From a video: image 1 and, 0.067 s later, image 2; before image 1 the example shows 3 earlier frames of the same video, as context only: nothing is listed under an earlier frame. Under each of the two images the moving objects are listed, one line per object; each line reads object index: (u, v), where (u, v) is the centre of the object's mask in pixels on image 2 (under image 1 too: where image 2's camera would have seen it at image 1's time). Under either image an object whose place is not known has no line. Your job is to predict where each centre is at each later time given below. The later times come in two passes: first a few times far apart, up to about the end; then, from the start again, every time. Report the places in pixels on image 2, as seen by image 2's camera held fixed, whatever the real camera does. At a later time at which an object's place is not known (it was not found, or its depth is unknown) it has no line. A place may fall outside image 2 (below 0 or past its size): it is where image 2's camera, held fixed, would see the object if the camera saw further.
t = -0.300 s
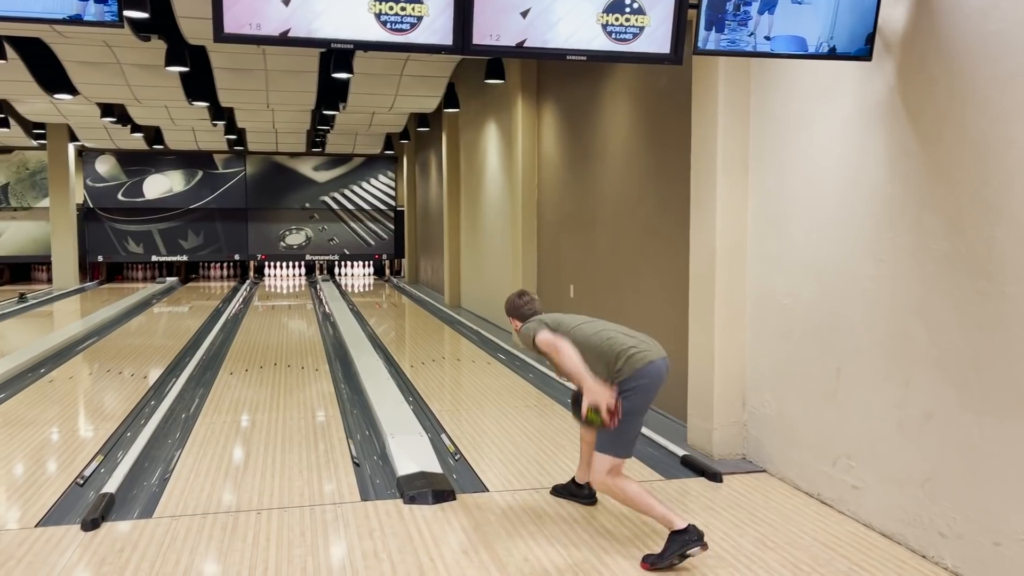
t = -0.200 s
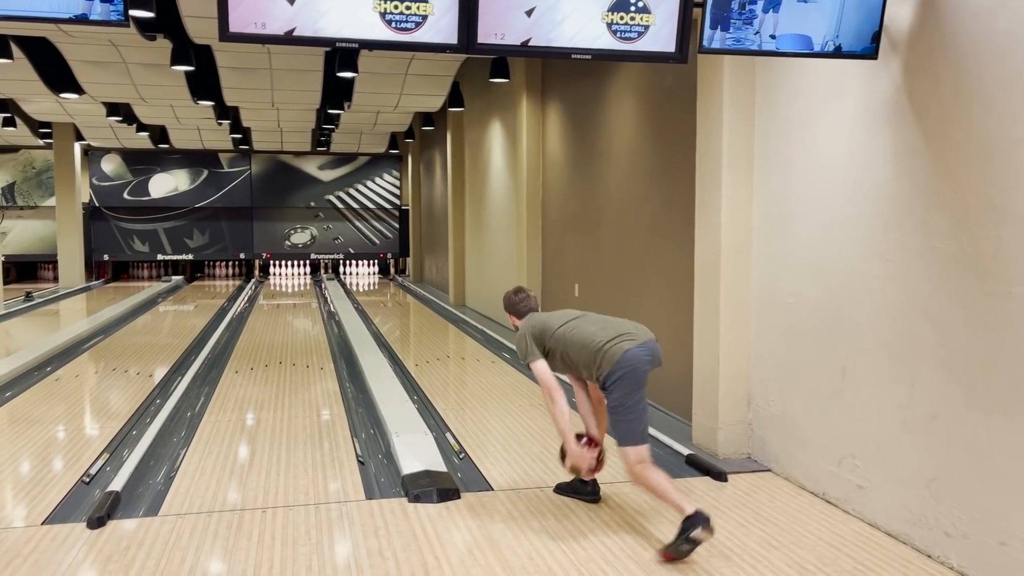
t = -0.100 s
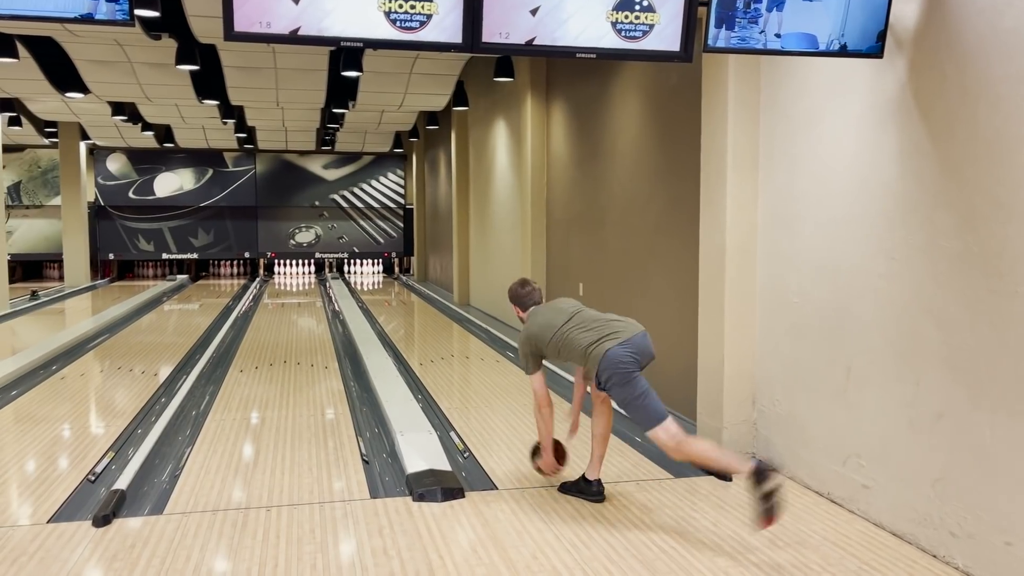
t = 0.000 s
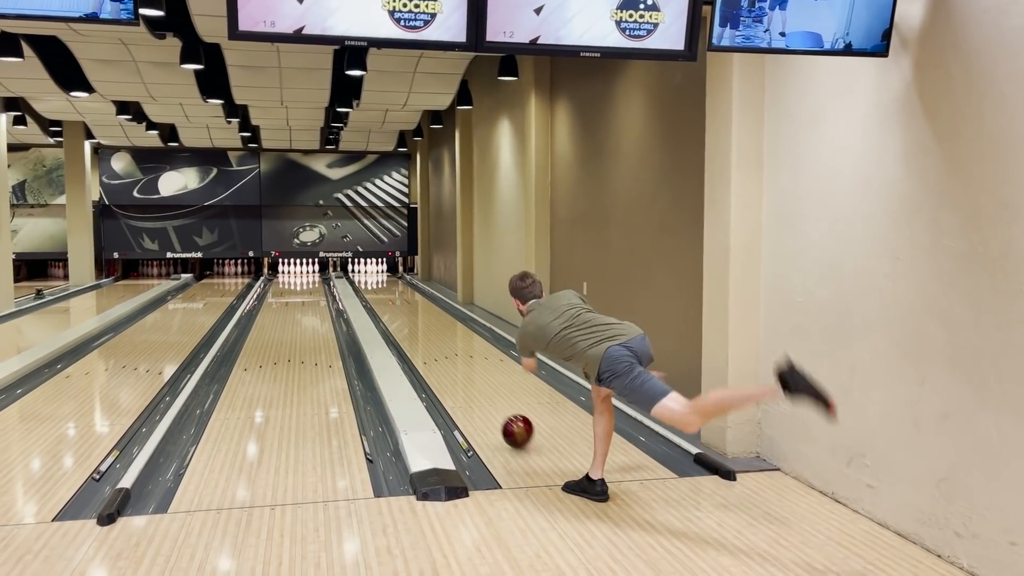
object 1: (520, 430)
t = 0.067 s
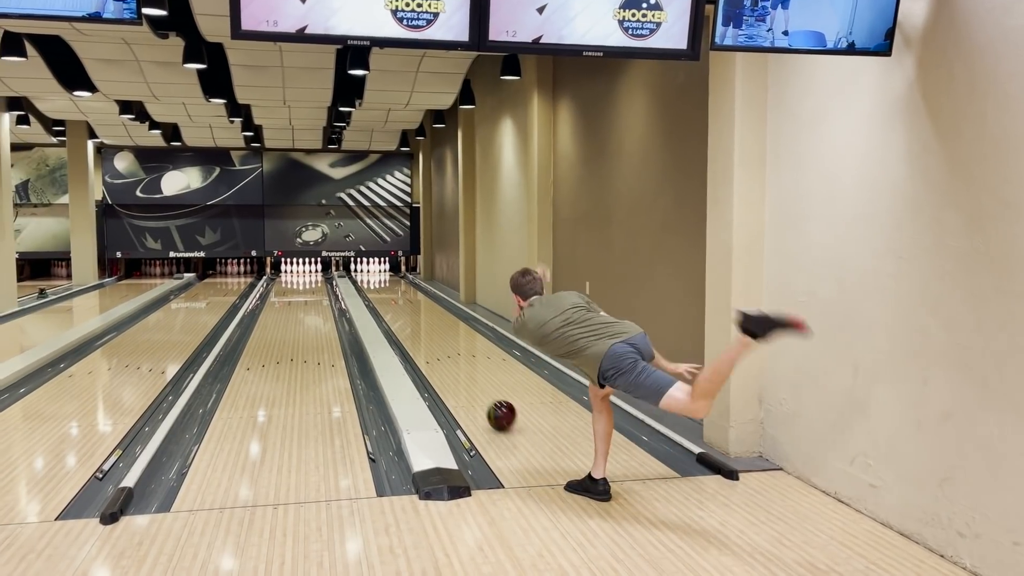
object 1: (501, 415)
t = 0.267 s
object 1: (460, 376)
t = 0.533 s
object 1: (426, 343)
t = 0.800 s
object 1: (404, 322)
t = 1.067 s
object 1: (389, 306)
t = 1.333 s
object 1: (378, 294)
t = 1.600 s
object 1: (371, 286)
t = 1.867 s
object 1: (367, 279)
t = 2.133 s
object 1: (367, 274)
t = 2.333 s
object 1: (368, 270)
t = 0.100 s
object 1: (493, 408)
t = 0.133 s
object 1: (486, 400)
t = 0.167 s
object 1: (479, 394)
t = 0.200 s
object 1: (472, 388)
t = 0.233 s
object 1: (466, 382)
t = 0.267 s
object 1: (460, 376)
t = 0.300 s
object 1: (455, 371)
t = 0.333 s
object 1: (450, 367)
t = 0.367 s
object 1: (446, 362)
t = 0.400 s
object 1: (441, 358)
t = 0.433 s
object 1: (437, 354)
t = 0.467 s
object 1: (433, 350)
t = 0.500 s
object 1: (430, 347)
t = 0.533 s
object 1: (426, 343)
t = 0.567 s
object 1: (423, 340)
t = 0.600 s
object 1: (420, 337)
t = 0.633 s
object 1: (417, 334)
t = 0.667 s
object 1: (415, 331)
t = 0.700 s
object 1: (412, 329)
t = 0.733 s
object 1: (409, 326)
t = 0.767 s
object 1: (406, 324)
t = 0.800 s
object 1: (404, 322)
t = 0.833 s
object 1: (402, 319)
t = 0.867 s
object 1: (400, 317)
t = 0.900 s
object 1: (398, 315)
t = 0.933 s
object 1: (396, 313)
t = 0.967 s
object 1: (394, 311)
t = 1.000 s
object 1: (392, 309)
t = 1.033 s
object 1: (391, 308)
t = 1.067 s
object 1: (389, 306)
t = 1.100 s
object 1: (387, 304)
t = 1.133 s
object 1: (386, 303)
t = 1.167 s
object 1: (384, 301)
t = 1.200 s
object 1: (383, 300)
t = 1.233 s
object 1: (382, 299)
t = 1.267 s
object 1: (381, 297)
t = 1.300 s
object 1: (379, 296)
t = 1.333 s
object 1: (378, 294)
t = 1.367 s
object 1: (377, 293)
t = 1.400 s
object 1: (376, 292)
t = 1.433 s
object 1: (375, 291)
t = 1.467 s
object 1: (374, 290)
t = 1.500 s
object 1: (373, 289)
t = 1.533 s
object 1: (372, 288)
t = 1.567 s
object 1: (371, 287)
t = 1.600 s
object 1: (371, 286)
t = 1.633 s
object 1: (370, 285)
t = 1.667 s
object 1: (370, 284)
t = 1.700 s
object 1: (369, 283)
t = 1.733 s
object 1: (369, 282)
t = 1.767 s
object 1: (368, 281)
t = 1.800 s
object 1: (368, 280)
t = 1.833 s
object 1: (367, 280)
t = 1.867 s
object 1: (367, 279)
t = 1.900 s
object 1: (367, 278)
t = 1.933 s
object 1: (367, 277)
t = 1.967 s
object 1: (367, 277)
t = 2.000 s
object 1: (367, 276)
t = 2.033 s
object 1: (366, 275)
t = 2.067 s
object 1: (367, 275)
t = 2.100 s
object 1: (367, 274)
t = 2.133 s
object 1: (367, 274)
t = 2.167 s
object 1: (367, 273)
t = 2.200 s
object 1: (367, 272)
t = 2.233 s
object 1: (367, 272)
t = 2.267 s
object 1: (368, 271)
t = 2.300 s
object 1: (368, 271)
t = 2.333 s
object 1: (368, 270)
